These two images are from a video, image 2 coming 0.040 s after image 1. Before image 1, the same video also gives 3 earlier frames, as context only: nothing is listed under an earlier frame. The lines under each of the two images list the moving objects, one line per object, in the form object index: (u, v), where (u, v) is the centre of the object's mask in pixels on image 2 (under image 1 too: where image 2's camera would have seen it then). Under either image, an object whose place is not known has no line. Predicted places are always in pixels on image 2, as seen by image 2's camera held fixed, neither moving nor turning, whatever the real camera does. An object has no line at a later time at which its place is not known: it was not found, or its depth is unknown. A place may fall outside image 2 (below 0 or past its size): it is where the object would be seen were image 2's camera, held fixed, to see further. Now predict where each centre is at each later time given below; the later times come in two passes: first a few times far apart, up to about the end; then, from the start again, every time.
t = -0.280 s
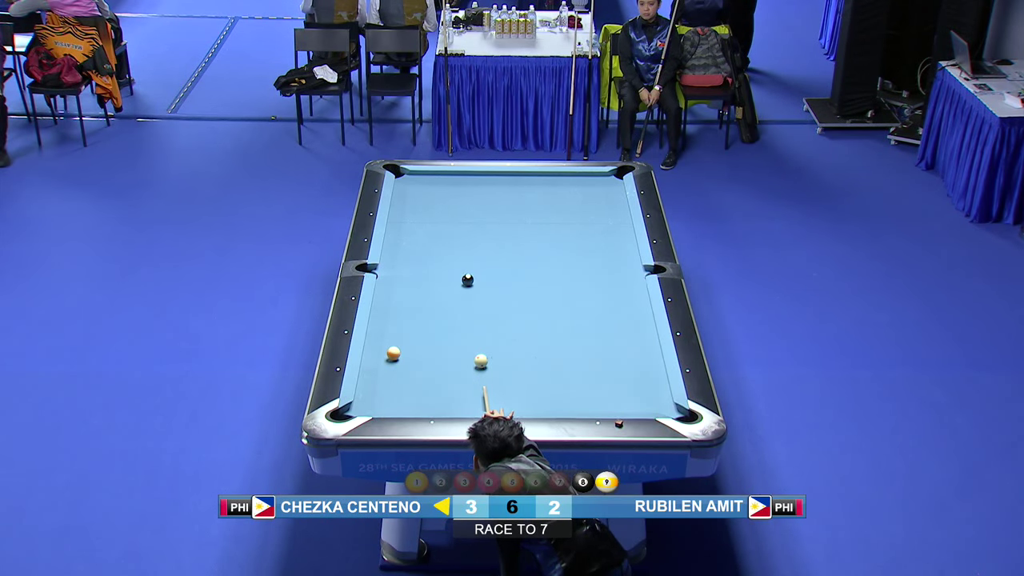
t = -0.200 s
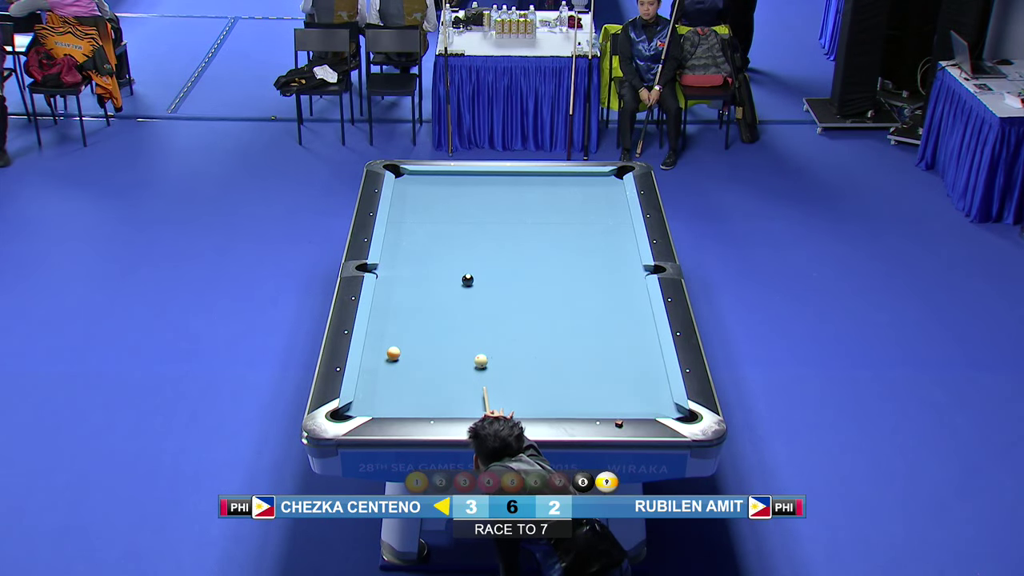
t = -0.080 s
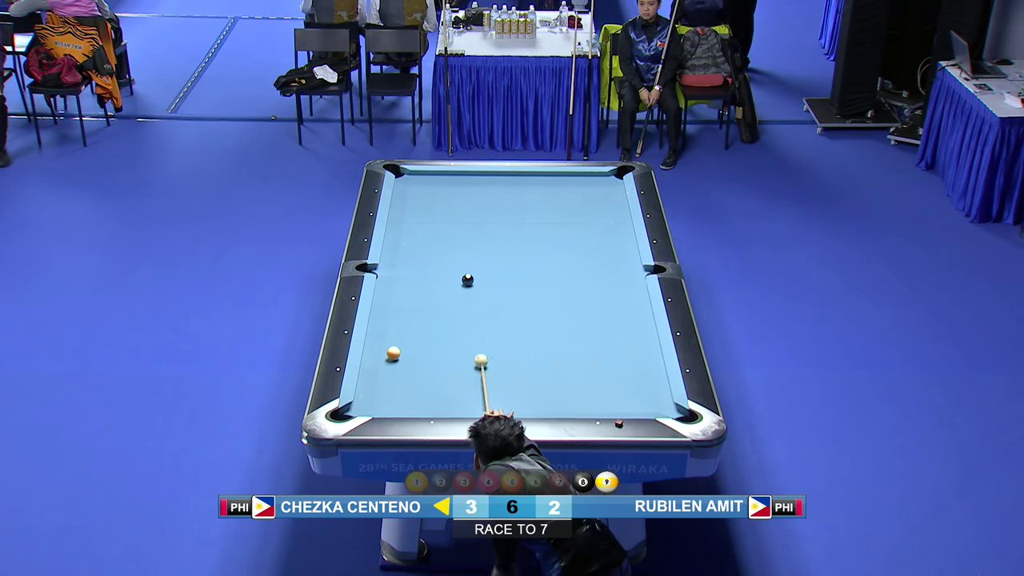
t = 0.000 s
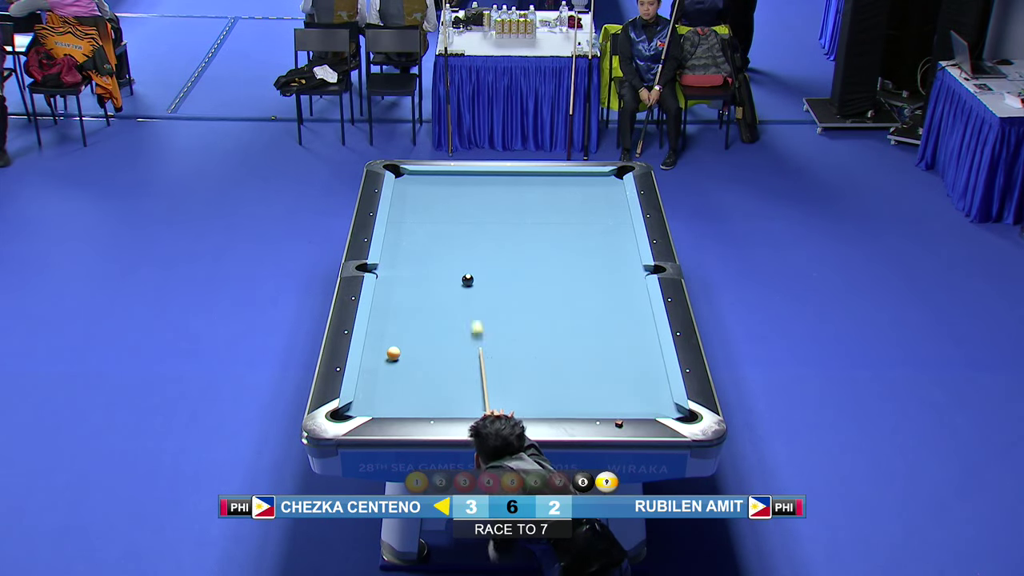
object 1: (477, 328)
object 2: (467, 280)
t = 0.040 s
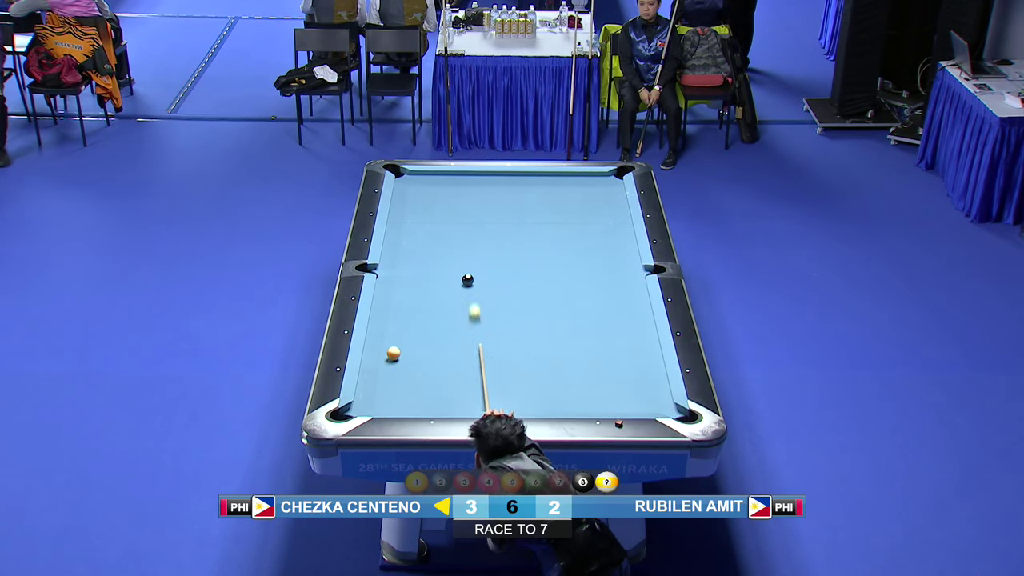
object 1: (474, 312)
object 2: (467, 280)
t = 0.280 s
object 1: (493, 279)
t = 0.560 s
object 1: (524, 269)
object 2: (402, 174)
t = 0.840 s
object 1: (553, 259)
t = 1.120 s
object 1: (580, 251)
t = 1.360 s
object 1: (601, 243)
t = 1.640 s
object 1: (625, 236)
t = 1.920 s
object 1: (619, 230)
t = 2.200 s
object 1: (607, 226)
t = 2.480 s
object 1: (597, 222)
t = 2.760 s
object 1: (588, 219)
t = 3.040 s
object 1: (580, 216)
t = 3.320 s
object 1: (573, 214)
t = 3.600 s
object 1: (566, 212)
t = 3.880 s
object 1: (561, 210)
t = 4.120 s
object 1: (557, 209)
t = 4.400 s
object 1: (553, 208)
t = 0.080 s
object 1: (473, 297)
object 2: (467, 280)
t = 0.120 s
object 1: (472, 285)
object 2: (465, 276)
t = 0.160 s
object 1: (478, 284)
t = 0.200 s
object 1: (484, 282)
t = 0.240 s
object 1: (489, 281)
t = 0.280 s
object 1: (493, 279)
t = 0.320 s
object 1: (498, 278)
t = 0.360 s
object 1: (502, 276)
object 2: (426, 214)
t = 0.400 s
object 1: (507, 275)
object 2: (421, 205)
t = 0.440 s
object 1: (511, 273)
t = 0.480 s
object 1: (516, 272)
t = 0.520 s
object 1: (520, 270)
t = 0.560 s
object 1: (524, 269)
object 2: (402, 174)
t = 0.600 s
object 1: (528, 268)
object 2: (397, 172)
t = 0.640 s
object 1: (533, 266)
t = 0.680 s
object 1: (537, 265)
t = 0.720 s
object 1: (541, 264)
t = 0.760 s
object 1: (545, 262)
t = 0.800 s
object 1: (549, 261)
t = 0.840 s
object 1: (553, 259)
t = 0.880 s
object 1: (557, 258)
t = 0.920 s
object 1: (561, 257)
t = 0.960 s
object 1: (565, 256)
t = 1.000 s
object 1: (568, 254)
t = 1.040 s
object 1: (572, 253)
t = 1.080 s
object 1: (576, 252)
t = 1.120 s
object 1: (580, 251)
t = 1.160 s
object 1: (583, 249)
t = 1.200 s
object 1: (587, 248)
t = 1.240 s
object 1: (591, 247)
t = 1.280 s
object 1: (594, 246)
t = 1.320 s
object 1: (598, 245)
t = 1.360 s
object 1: (601, 243)
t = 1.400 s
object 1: (605, 242)
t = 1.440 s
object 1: (608, 241)
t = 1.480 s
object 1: (612, 240)
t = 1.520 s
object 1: (615, 239)
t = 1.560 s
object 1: (618, 238)
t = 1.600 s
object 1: (621, 237)
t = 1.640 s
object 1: (625, 236)
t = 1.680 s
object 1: (628, 234)
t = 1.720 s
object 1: (628, 234)
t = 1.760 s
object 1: (626, 233)
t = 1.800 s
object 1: (624, 232)
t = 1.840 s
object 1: (622, 232)
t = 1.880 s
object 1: (621, 231)
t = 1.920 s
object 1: (619, 230)
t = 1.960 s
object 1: (617, 230)
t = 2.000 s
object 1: (616, 229)
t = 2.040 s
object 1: (614, 228)
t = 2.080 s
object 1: (612, 228)
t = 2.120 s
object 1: (611, 227)
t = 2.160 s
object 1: (609, 227)
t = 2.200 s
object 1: (607, 226)
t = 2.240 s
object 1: (606, 226)
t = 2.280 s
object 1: (605, 225)
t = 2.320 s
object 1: (603, 224)
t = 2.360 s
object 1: (601, 224)
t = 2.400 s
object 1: (600, 224)
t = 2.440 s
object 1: (599, 223)
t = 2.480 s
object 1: (597, 222)
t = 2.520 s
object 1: (596, 222)
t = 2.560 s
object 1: (595, 221)
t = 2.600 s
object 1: (593, 221)
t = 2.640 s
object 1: (592, 220)
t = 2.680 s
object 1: (591, 220)
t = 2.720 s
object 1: (589, 220)
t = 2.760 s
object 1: (588, 219)
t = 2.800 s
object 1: (587, 219)
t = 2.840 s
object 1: (586, 218)
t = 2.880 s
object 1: (585, 218)
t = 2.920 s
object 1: (583, 217)
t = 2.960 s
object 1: (582, 217)
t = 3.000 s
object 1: (581, 217)
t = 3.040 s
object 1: (580, 216)
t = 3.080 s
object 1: (579, 216)
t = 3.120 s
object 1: (578, 215)
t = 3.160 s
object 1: (577, 215)
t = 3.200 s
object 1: (576, 215)
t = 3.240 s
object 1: (575, 214)
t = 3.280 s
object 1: (574, 214)
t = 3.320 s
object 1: (573, 214)
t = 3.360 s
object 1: (572, 213)
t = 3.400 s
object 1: (571, 213)
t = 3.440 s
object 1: (570, 213)
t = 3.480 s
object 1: (569, 212)
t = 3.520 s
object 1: (568, 212)
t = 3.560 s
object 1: (567, 212)
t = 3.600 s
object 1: (566, 212)
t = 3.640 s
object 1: (565, 211)
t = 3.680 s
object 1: (565, 211)
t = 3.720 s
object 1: (564, 211)
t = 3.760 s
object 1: (563, 211)
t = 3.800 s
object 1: (562, 210)
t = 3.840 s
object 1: (561, 210)
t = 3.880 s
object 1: (561, 210)
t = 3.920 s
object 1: (560, 210)
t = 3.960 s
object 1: (559, 209)
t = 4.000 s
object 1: (558, 209)
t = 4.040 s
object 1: (558, 209)
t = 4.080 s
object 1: (557, 209)
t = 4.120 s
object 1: (557, 209)
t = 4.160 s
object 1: (556, 208)
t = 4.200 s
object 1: (555, 208)
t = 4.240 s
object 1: (555, 208)
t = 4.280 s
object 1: (554, 208)
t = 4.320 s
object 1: (554, 208)
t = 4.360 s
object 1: (553, 208)
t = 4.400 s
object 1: (553, 208)
